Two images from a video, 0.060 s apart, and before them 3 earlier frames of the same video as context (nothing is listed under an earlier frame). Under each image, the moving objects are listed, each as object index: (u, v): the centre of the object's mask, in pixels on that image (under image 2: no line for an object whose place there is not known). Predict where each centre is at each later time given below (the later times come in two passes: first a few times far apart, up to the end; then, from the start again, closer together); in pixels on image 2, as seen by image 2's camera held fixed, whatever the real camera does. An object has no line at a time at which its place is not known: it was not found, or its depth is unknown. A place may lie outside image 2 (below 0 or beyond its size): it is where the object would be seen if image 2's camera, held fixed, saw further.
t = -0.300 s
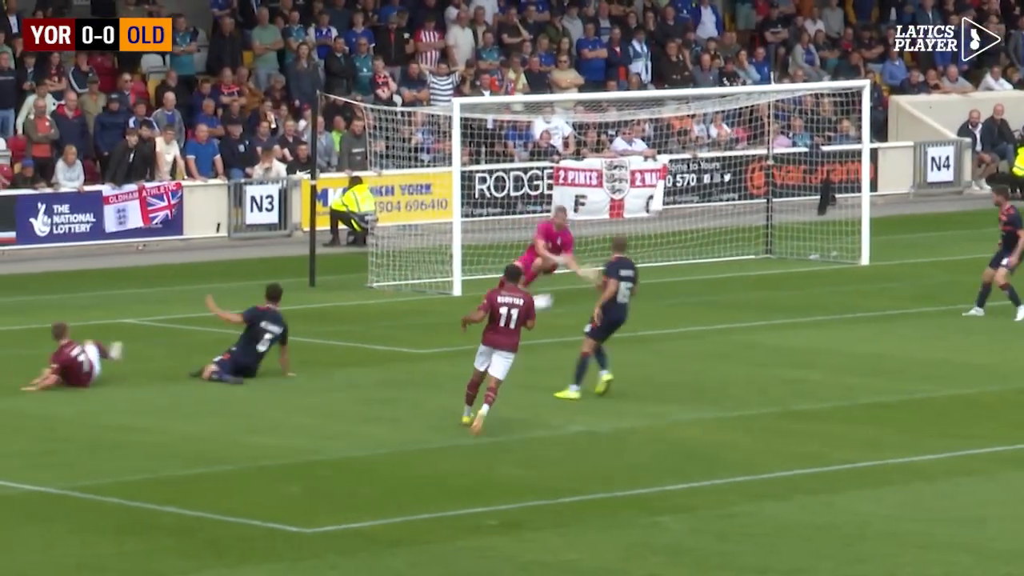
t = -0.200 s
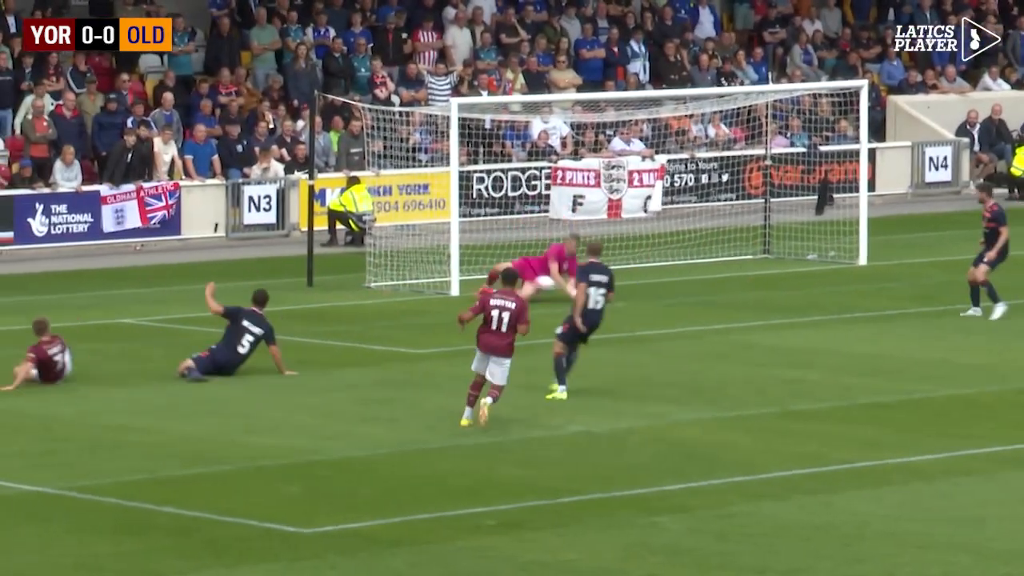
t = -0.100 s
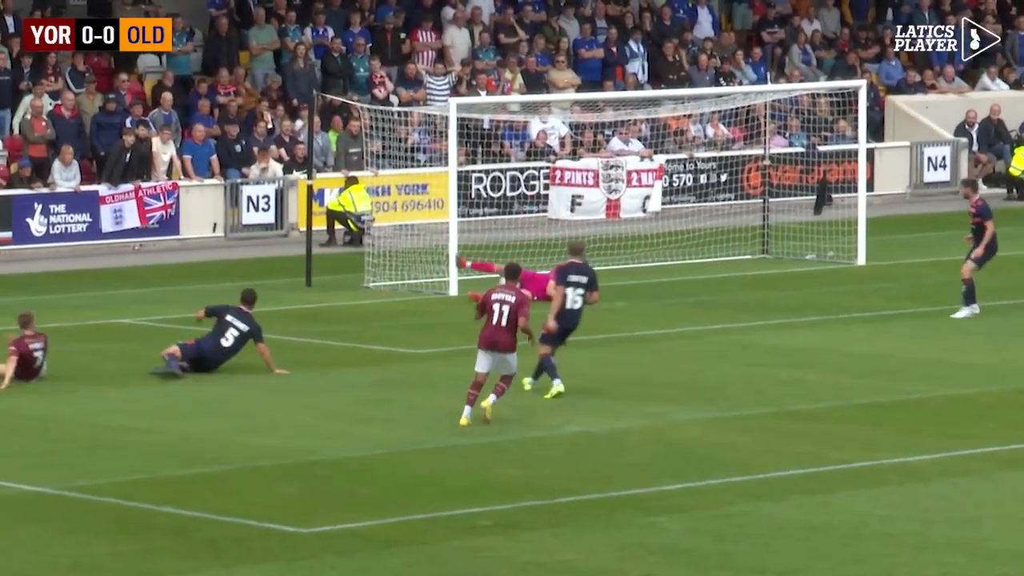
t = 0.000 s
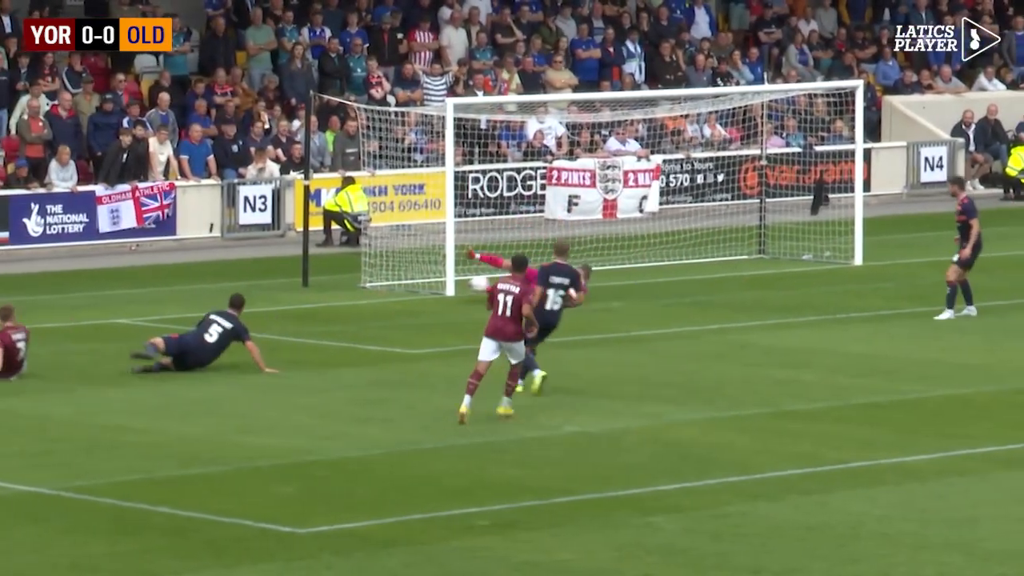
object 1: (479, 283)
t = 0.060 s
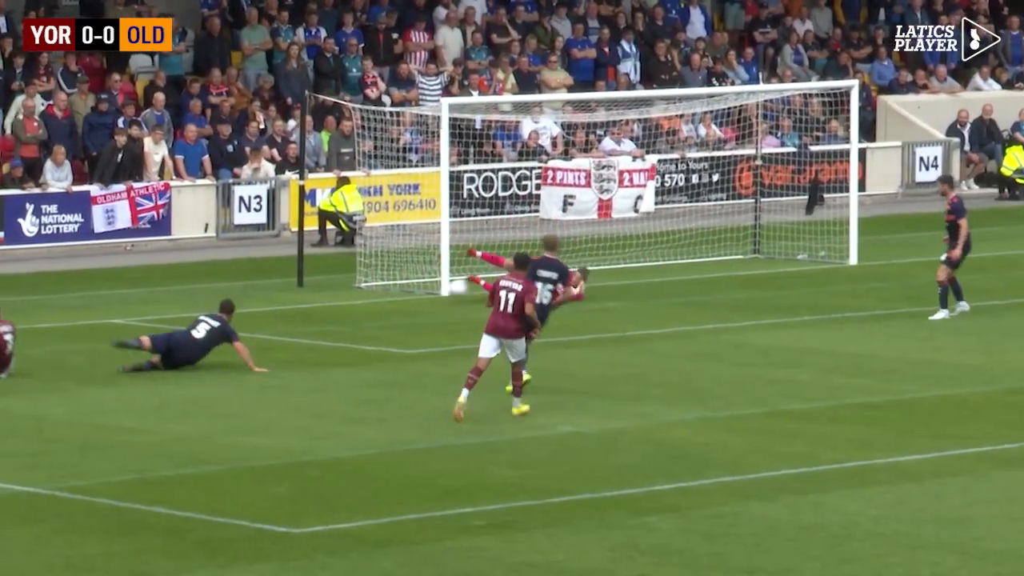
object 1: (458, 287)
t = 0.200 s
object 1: (423, 295)
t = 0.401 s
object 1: (381, 299)
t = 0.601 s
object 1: (341, 299)
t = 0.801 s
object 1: (304, 300)
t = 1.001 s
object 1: (266, 302)
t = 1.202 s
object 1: (232, 303)
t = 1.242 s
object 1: (226, 303)
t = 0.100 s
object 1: (447, 291)
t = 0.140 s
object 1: (436, 297)
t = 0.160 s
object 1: (432, 297)
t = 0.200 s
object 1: (423, 295)
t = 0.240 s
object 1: (415, 293)
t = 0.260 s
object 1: (410, 293)
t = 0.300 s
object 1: (402, 294)
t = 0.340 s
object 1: (393, 295)
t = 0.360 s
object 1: (389, 296)
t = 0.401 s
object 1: (381, 299)
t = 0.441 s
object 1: (373, 298)
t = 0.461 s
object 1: (368, 297)
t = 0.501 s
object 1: (361, 298)
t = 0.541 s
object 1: (353, 299)
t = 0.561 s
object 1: (349, 299)
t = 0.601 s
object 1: (341, 299)
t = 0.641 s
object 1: (334, 299)
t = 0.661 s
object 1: (330, 300)
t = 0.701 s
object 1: (322, 300)
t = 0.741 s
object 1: (315, 300)
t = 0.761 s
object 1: (311, 300)
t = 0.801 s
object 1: (304, 300)
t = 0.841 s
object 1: (295, 300)
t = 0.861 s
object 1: (292, 301)
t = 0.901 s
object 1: (284, 301)
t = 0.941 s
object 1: (278, 301)
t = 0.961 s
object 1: (274, 302)
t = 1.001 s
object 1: (266, 302)
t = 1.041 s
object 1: (260, 302)
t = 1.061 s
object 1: (256, 302)
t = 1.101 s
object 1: (249, 302)
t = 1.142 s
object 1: (242, 303)
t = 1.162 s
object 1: (239, 303)
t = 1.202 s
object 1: (232, 303)
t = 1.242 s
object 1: (226, 303)
